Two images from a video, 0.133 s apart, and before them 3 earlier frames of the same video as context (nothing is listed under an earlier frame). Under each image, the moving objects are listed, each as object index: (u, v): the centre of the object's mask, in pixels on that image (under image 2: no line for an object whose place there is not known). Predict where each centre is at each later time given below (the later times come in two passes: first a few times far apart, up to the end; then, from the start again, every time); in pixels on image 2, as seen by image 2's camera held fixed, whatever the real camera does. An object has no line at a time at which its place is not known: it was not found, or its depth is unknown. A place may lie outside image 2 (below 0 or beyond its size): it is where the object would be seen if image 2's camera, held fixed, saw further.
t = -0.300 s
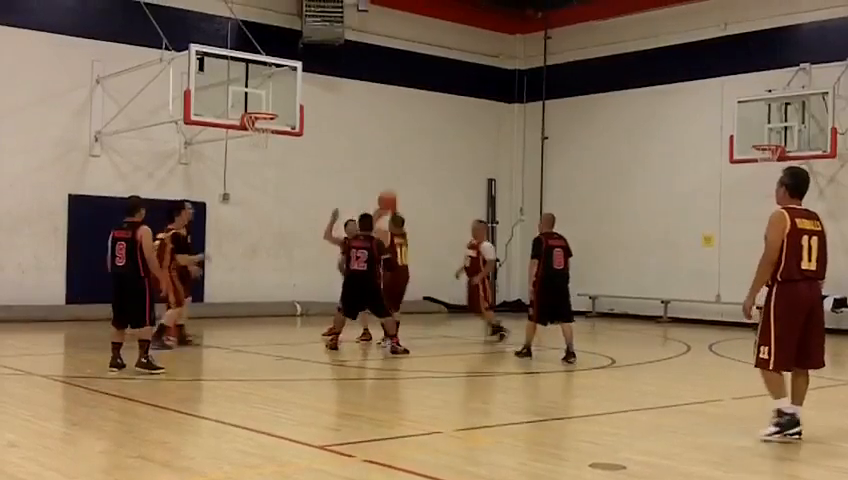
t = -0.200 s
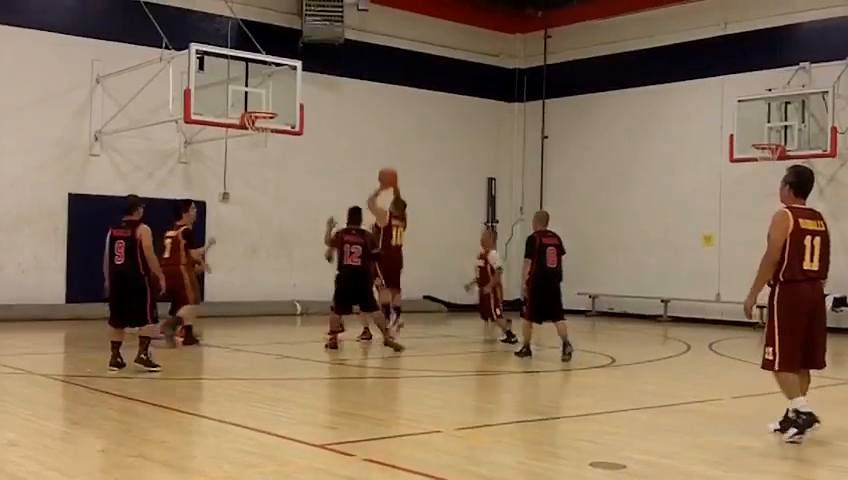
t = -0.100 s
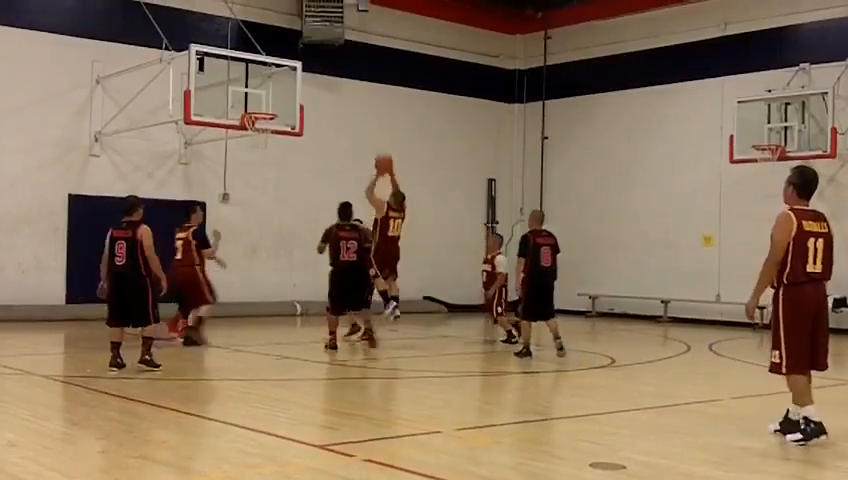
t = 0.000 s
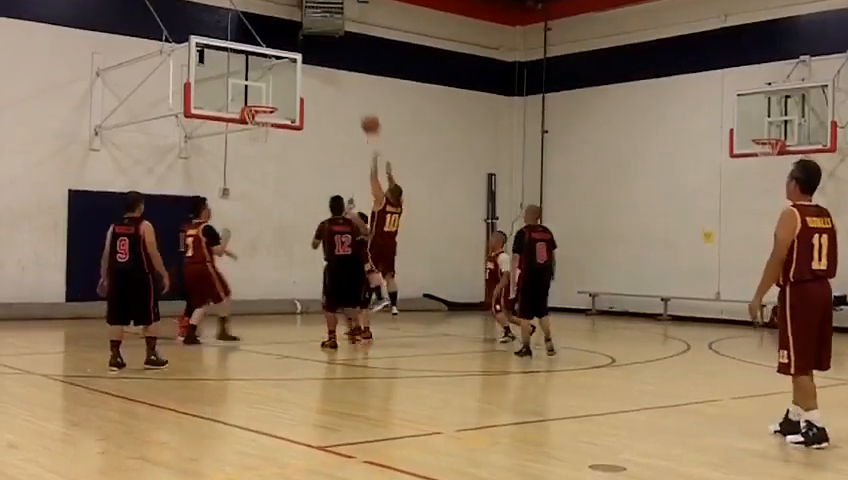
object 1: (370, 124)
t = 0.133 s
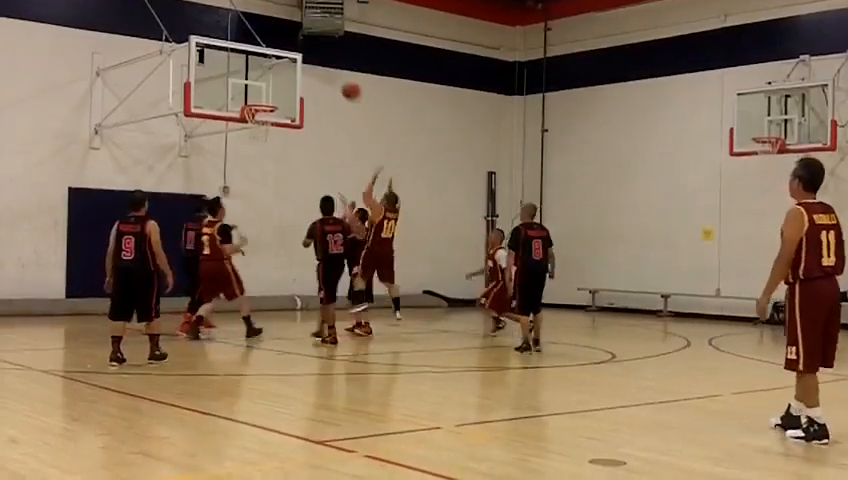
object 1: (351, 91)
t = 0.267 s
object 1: (331, 72)
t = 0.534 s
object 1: (295, 75)
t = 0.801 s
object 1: (268, 94)
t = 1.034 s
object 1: (254, 94)
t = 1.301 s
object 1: (246, 94)
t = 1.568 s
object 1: (244, 92)
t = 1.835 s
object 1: (247, 95)
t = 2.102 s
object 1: (259, 99)
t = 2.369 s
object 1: (265, 118)
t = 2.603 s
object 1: (256, 129)
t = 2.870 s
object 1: (243, 177)
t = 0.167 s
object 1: (345, 85)
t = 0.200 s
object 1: (341, 80)
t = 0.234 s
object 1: (336, 76)
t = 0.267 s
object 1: (331, 72)
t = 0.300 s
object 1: (327, 70)
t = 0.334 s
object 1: (322, 68)
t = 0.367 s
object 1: (317, 68)
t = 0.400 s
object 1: (313, 68)
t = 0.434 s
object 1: (309, 69)
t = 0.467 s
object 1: (305, 70)
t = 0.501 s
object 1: (300, 72)
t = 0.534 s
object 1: (295, 75)
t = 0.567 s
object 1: (291, 80)
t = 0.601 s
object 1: (286, 84)
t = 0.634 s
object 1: (282, 90)
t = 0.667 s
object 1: (277, 96)
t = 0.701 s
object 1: (274, 97)
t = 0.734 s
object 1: (272, 95)
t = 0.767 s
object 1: (270, 94)
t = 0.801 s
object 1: (268, 94)
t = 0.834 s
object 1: (266, 94)
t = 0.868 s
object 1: (263, 95)
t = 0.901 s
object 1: (261, 97)
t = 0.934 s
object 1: (259, 98)
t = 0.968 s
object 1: (257, 98)
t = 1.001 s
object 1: (256, 96)
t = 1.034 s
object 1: (254, 94)
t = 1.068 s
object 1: (252, 92)
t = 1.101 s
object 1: (251, 91)
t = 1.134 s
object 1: (250, 90)
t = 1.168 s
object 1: (249, 90)
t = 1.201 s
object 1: (248, 91)
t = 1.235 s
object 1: (247, 91)
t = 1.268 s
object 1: (246, 92)
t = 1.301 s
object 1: (246, 94)
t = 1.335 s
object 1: (246, 96)
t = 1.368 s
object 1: (245, 97)
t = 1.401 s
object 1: (245, 94)
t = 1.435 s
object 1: (245, 92)
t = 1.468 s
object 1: (244, 91)
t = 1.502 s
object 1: (244, 92)
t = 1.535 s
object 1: (245, 91)
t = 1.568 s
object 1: (244, 92)
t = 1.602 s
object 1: (244, 94)
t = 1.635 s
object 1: (244, 96)
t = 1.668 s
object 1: (244, 97)
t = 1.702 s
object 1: (245, 95)
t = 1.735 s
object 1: (246, 94)
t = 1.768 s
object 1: (246, 94)
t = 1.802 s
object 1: (247, 94)
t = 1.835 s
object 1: (247, 95)
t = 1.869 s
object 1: (248, 96)
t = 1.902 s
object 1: (249, 96)
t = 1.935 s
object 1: (250, 97)
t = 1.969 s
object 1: (251, 96)
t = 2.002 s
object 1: (254, 96)
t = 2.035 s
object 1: (255, 98)
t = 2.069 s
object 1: (257, 99)
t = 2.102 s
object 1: (259, 99)
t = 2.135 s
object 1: (260, 100)
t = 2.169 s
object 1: (263, 102)
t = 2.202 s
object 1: (264, 105)
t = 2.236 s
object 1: (264, 107)
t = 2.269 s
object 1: (265, 109)
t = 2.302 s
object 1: (265, 112)
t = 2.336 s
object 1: (266, 114)
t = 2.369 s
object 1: (265, 118)
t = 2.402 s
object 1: (264, 120)
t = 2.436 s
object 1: (264, 121)
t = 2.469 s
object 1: (262, 123)
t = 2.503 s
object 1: (261, 124)
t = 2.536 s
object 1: (259, 126)
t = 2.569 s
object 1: (258, 127)
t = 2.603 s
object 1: (256, 129)
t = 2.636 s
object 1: (255, 133)
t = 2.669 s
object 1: (253, 139)
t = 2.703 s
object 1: (251, 142)
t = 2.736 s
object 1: (249, 147)
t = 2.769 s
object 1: (247, 154)
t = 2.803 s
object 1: (246, 161)
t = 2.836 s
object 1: (244, 169)
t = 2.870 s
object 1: (243, 177)
